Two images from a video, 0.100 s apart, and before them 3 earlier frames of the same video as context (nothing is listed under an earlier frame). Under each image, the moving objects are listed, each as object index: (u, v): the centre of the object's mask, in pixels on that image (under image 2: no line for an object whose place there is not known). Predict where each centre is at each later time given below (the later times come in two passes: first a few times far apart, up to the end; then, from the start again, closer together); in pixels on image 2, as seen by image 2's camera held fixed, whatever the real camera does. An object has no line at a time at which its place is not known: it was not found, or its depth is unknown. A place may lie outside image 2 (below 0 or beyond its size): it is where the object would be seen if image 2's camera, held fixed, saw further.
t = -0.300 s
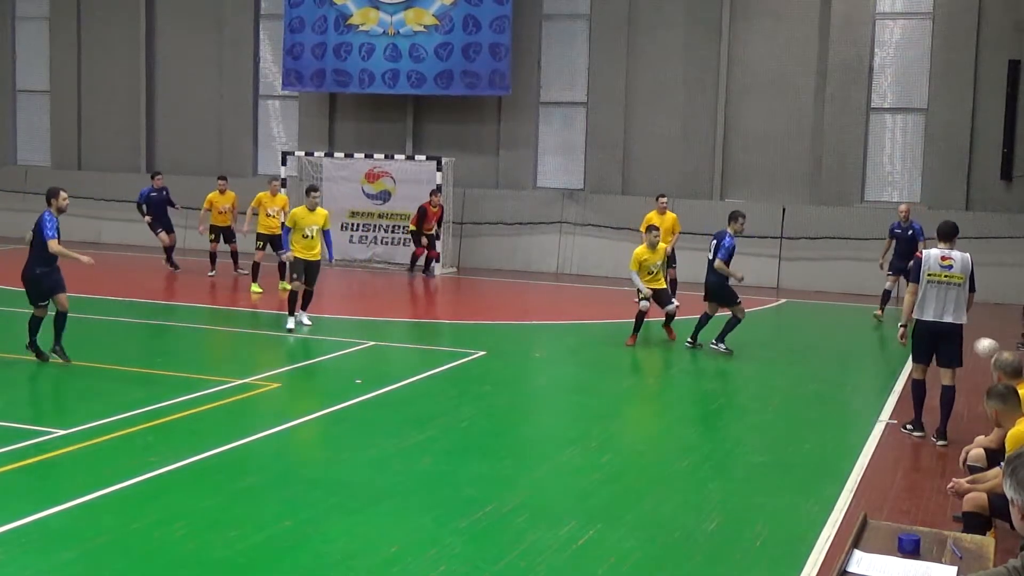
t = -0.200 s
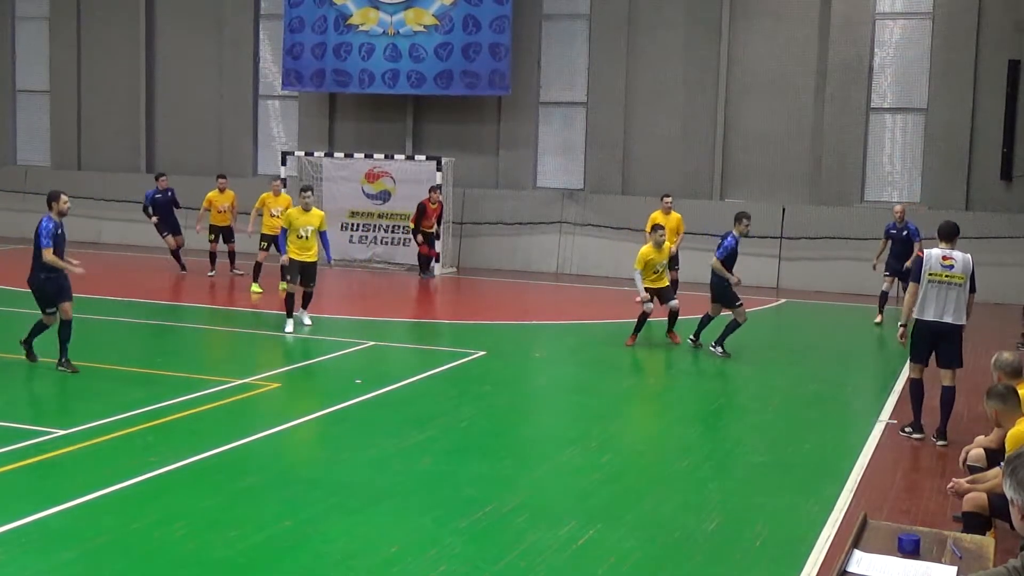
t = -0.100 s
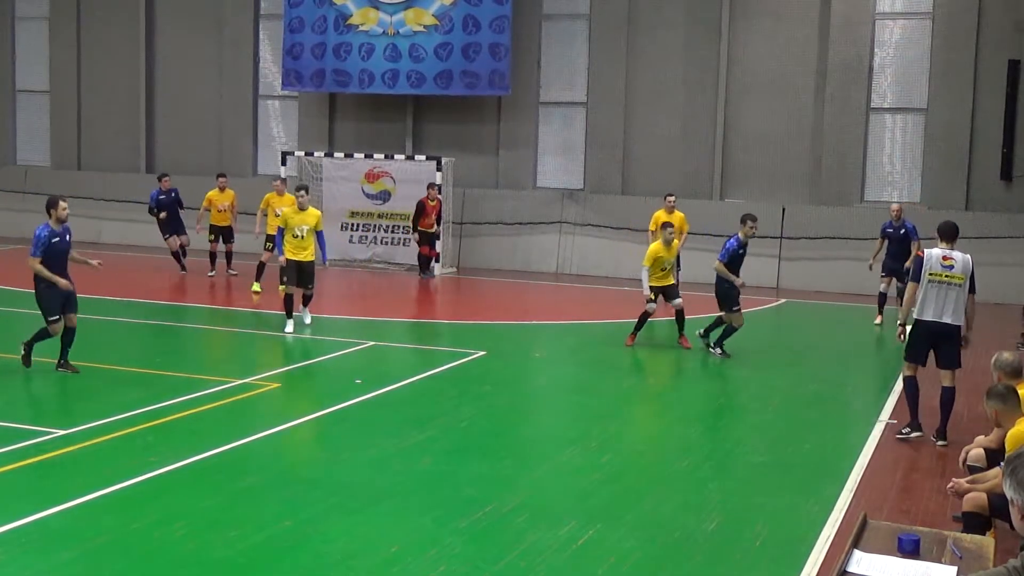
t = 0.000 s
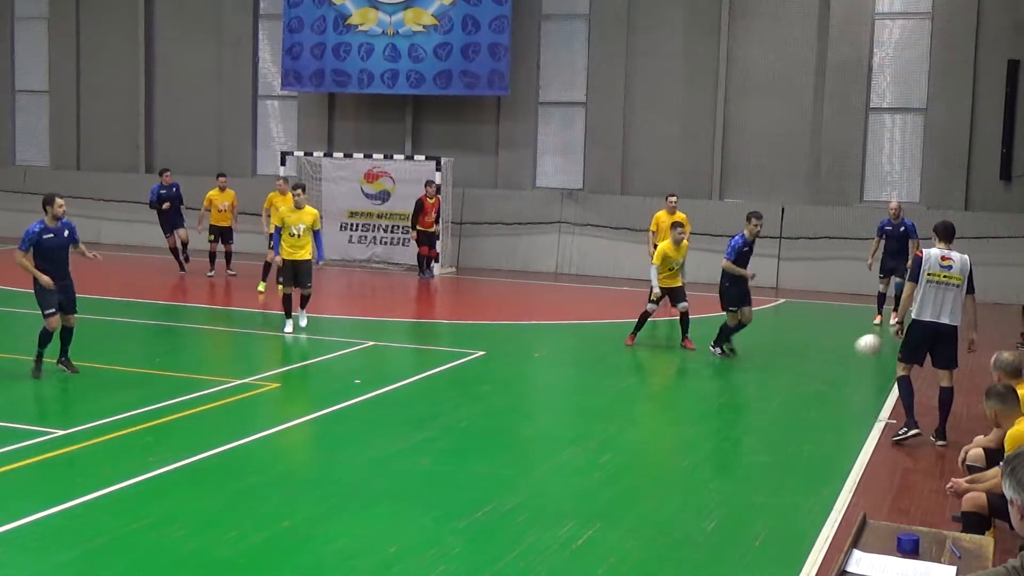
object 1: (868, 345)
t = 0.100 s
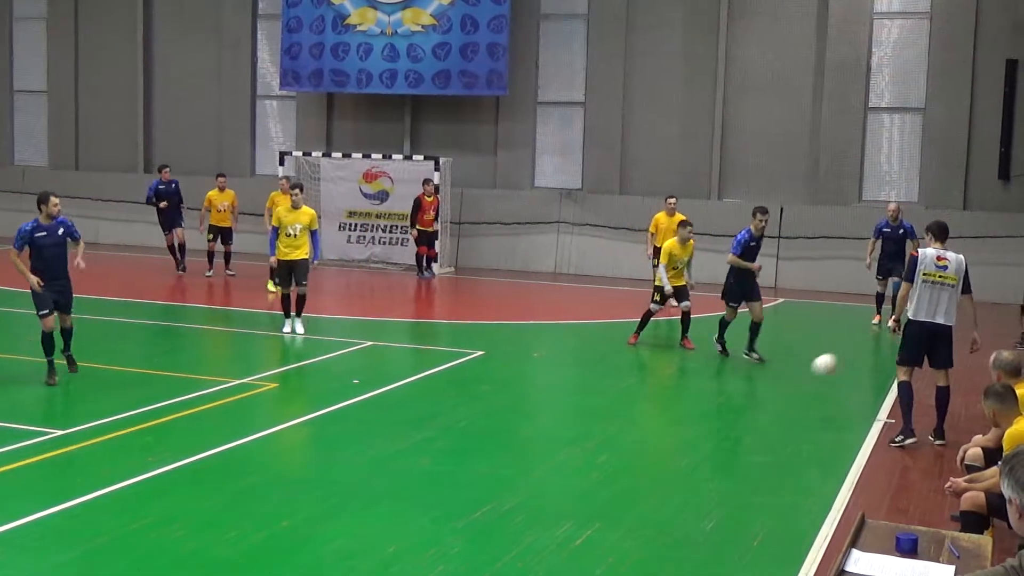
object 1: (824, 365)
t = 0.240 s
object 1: (765, 413)
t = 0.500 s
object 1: (714, 394)
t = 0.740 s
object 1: (662, 426)
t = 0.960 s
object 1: (618, 442)
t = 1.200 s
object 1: (564, 451)
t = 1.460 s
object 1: (502, 466)
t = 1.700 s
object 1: (441, 478)
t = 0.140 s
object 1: (807, 376)
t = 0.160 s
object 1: (799, 382)
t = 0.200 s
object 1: (781, 396)
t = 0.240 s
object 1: (765, 413)
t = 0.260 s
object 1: (760, 411)
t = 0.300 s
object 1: (753, 402)
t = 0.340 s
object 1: (745, 397)
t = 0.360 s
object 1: (741, 394)
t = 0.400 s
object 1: (734, 392)
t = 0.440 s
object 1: (726, 392)
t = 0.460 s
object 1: (722, 392)
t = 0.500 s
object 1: (714, 394)
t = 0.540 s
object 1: (706, 397)
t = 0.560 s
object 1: (701, 400)
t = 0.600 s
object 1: (693, 407)
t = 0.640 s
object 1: (684, 415)
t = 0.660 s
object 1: (679, 420)
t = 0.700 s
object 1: (670, 429)
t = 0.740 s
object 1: (662, 426)
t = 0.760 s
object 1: (659, 425)
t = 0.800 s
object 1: (651, 425)
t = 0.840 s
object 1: (643, 426)
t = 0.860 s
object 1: (639, 428)
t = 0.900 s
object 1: (631, 432)
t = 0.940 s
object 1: (622, 440)
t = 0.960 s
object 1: (618, 442)
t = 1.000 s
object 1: (609, 441)
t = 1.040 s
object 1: (601, 442)
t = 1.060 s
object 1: (596, 443)
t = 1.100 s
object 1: (587, 448)
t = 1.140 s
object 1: (578, 450)
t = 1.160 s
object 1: (573, 450)
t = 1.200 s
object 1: (564, 451)
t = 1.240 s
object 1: (554, 455)
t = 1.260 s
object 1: (550, 456)
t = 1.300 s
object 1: (540, 458)
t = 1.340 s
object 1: (531, 460)
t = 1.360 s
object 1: (526, 461)
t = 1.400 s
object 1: (517, 463)
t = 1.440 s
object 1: (506, 465)
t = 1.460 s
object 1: (502, 466)
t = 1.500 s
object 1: (492, 468)
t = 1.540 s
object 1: (482, 470)
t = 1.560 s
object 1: (477, 471)
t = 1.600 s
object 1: (467, 473)
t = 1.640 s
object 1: (456, 475)
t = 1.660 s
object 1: (451, 476)
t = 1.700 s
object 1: (441, 478)
